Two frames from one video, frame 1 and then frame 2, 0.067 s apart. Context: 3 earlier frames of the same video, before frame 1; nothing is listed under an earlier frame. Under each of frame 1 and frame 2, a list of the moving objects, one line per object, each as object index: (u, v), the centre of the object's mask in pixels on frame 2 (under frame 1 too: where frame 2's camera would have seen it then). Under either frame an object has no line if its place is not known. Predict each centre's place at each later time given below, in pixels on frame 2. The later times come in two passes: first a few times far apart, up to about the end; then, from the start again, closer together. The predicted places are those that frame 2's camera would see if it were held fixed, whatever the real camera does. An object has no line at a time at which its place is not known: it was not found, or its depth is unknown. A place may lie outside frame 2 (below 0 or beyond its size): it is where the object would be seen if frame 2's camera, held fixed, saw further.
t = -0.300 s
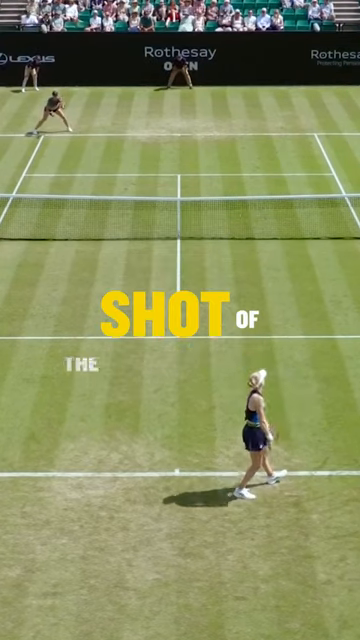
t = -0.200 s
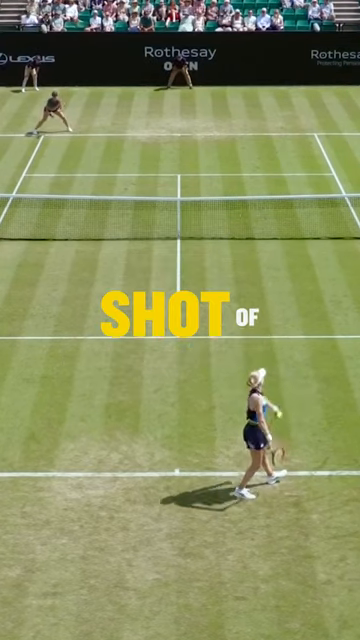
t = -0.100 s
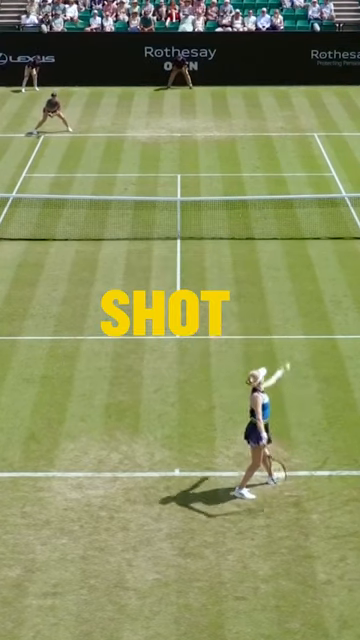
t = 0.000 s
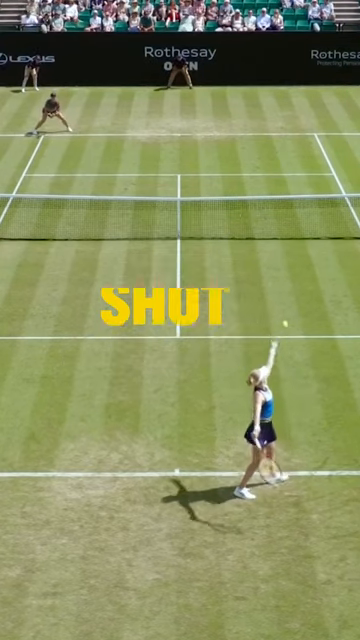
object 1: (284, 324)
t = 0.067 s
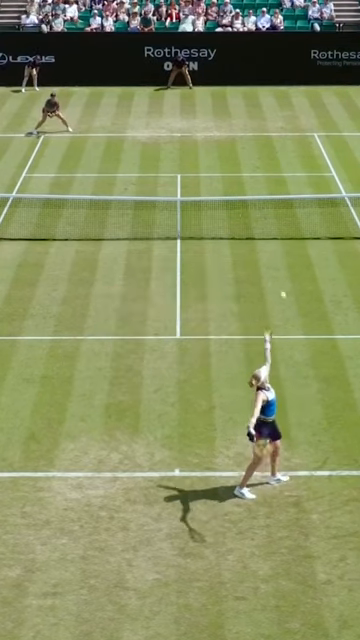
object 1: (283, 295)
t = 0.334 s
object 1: (278, 232)
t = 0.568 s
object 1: (274, 220)
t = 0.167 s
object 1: (281, 264)
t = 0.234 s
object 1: (280, 250)
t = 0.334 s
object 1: (278, 232)
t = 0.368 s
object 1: (277, 225)
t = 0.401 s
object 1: (276, 221)
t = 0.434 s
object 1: (275, 219)
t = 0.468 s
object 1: (275, 219)
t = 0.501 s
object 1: (274, 219)
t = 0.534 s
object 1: (274, 219)
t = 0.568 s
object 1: (274, 220)
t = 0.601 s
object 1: (274, 222)
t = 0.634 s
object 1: (273, 226)
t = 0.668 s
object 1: (272, 229)
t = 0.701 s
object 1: (271, 234)
